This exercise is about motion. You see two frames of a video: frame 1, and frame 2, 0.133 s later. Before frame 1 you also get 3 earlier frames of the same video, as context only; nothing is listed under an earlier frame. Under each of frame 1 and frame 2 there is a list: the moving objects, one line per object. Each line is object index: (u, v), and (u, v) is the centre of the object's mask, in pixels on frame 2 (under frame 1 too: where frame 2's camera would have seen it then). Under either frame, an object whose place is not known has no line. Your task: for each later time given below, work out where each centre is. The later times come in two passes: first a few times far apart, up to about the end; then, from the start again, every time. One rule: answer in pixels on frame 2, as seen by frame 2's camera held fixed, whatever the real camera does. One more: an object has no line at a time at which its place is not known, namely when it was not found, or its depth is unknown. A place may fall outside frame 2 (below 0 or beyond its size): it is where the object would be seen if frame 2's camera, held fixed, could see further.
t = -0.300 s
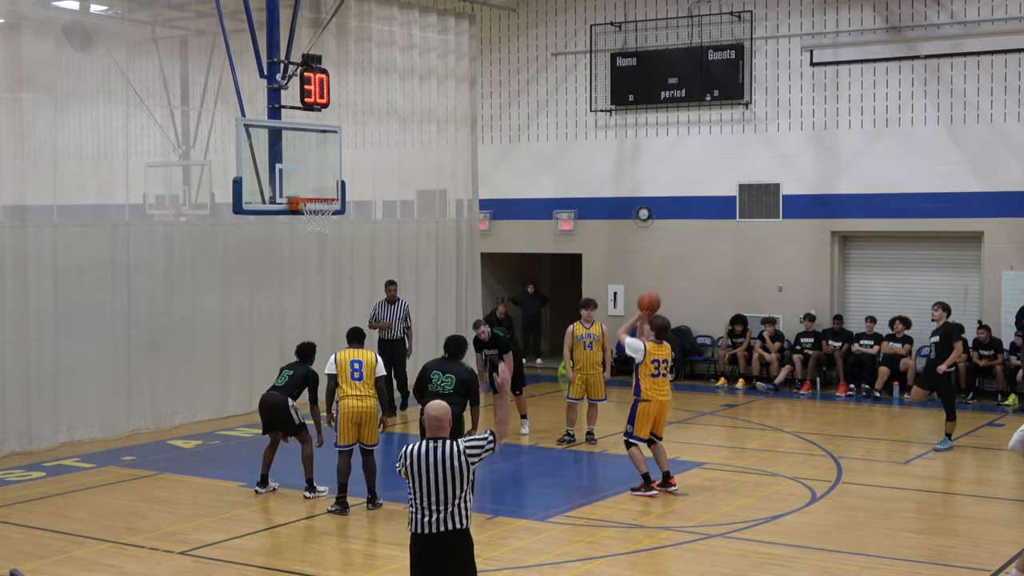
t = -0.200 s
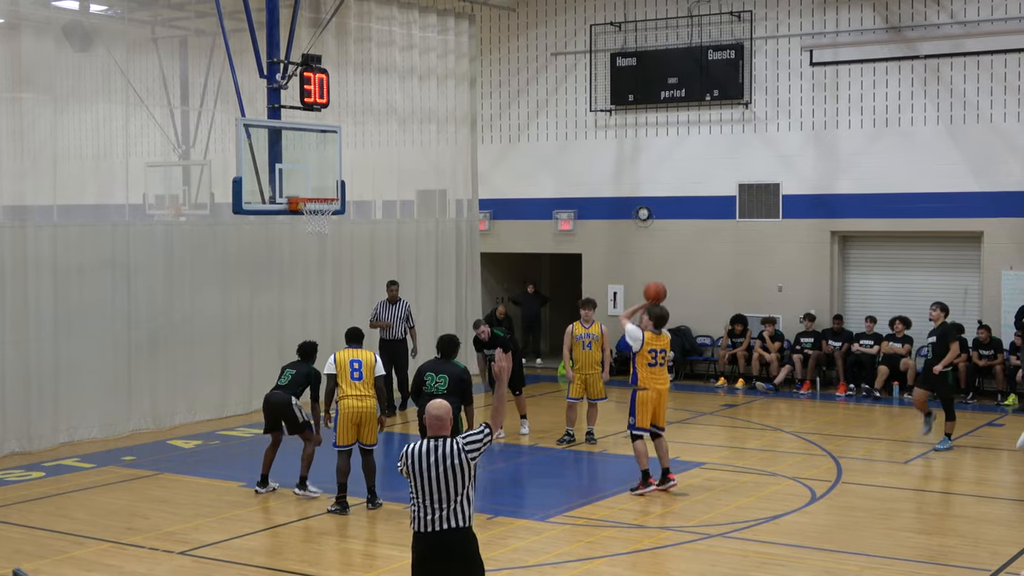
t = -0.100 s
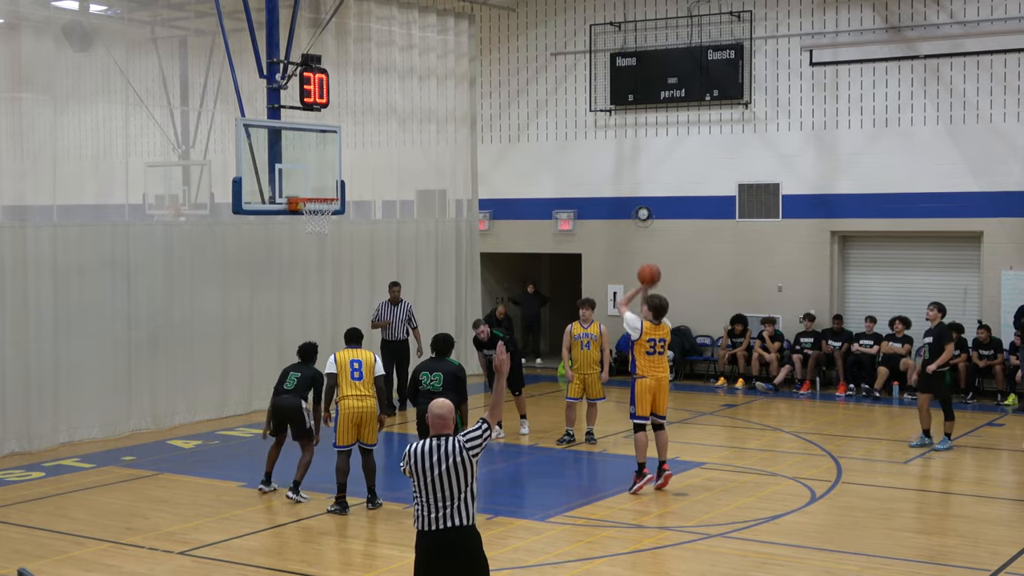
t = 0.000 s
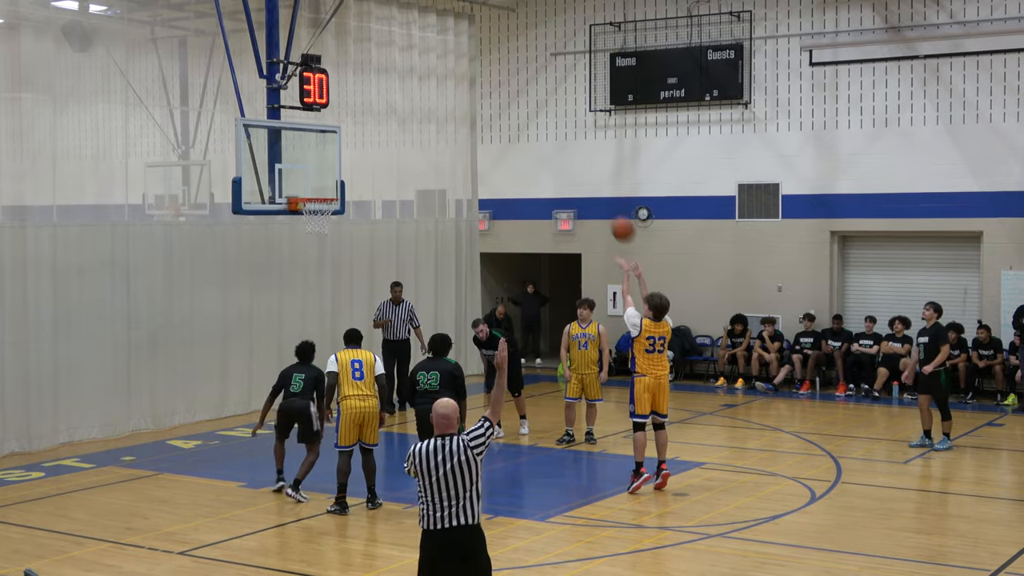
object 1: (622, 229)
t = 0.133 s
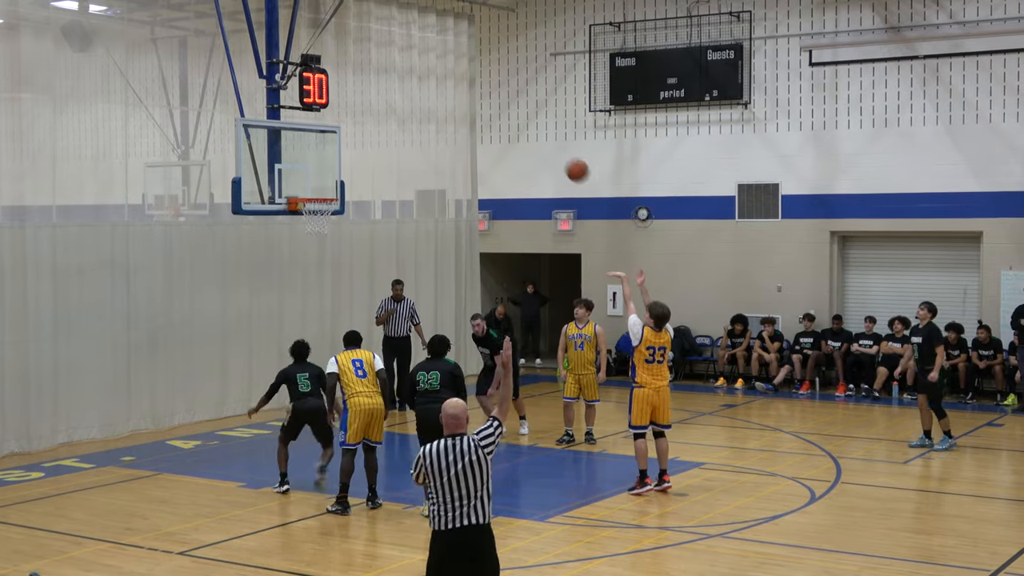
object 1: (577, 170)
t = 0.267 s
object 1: (532, 129)
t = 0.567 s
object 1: (440, 100)
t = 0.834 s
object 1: (364, 139)
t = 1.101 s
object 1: (309, 196)
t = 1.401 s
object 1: (320, 189)
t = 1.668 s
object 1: (307, 207)
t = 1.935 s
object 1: (312, 251)
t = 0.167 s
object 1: (566, 158)
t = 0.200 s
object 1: (554, 148)
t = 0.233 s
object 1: (543, 138)
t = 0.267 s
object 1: (532, 129)
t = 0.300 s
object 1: (522, 122)
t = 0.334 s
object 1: (511, 116)
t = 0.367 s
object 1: (501, 111)
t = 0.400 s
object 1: (490, 106)
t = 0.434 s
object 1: (480, 103)
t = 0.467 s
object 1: (470, 100)
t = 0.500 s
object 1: (460, 99)
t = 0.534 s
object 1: (450, 99)
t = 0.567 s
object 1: (440, 100)
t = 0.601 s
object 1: (430, 102)
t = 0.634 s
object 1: (421, 104)
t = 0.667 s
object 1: (411, 108)
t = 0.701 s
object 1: (401, 112)
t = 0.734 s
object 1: (392, 118)
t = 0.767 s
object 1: (383, 124)
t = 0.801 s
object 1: (373, 131)
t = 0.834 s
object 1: (364, 139)
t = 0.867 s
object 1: (355, 148)
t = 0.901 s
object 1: (347, 158)
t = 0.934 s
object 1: (338, 169)
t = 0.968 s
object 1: (330, 180)
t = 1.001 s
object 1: (322, 190)
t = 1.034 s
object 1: (317, 191)
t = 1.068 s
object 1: (312, 193)
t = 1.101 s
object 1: (309, 196)
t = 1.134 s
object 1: (315, 192)
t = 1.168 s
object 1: (321, 192)
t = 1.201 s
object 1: (327, 192)
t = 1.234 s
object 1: (326, 190)
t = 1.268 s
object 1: (325, 189)
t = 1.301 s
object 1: (324, 189)
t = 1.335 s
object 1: (322, 189)
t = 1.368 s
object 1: (321, 190)
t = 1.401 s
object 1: (320, 189)
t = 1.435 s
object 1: (318, 189)
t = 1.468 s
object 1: (317, 189)
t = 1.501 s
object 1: (315, 189)
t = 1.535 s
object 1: (313, 190)
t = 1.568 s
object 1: (312, 191)
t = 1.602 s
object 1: (311, 197)
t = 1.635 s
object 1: (310, 202)
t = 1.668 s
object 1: (307, 207)
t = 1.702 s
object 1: (307, 212)
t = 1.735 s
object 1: (307, 218)
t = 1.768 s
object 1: (306, 221)
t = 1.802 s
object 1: (308, 226)
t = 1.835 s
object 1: (309, 234)
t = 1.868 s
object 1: (310, 237)
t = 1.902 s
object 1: (311, 243)
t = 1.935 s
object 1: (312, 251)
